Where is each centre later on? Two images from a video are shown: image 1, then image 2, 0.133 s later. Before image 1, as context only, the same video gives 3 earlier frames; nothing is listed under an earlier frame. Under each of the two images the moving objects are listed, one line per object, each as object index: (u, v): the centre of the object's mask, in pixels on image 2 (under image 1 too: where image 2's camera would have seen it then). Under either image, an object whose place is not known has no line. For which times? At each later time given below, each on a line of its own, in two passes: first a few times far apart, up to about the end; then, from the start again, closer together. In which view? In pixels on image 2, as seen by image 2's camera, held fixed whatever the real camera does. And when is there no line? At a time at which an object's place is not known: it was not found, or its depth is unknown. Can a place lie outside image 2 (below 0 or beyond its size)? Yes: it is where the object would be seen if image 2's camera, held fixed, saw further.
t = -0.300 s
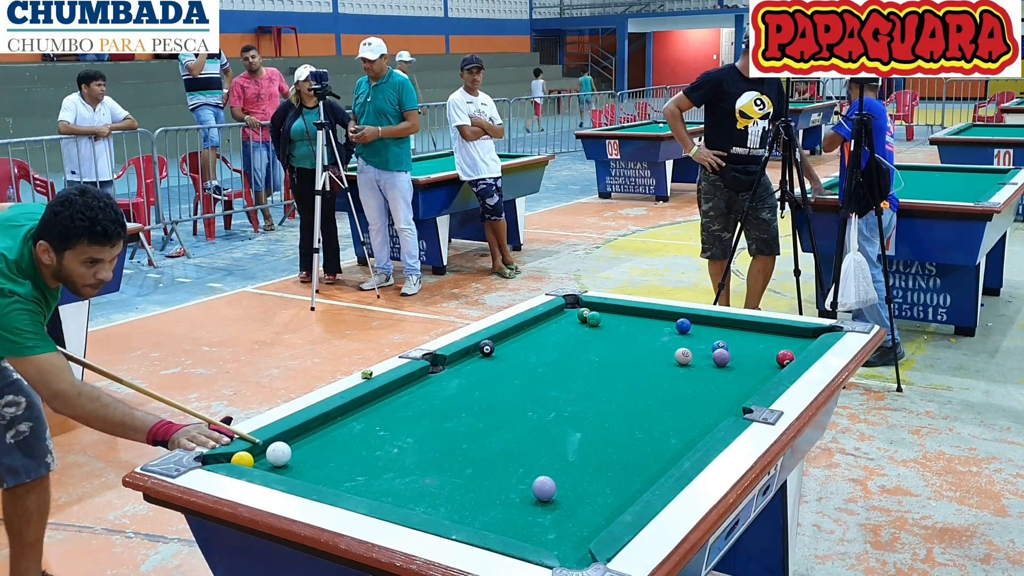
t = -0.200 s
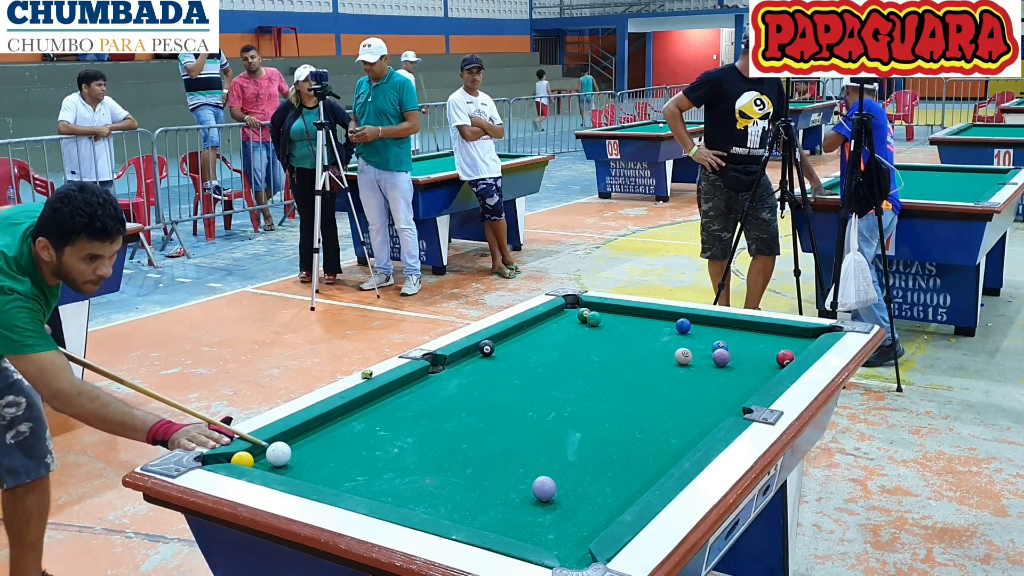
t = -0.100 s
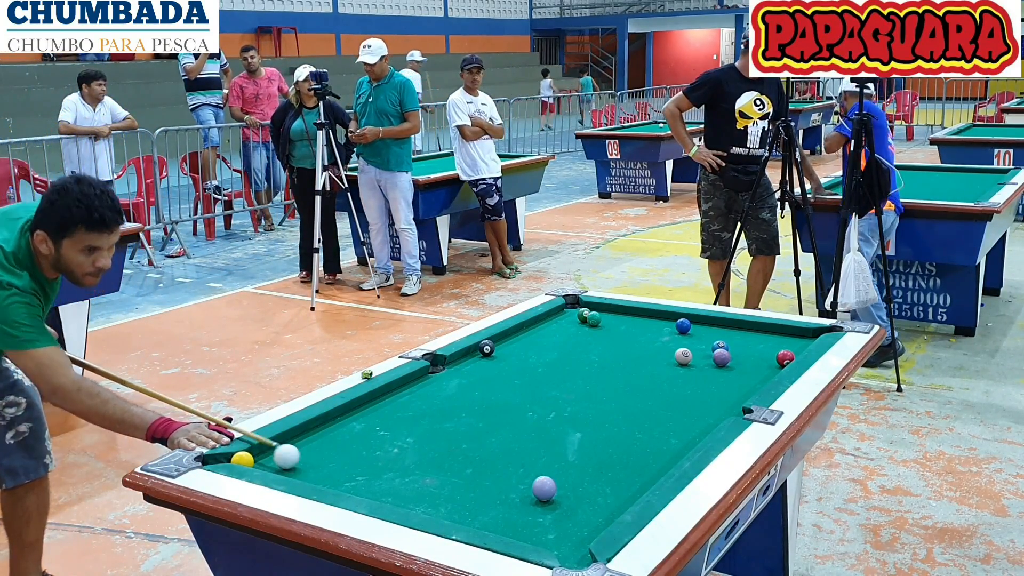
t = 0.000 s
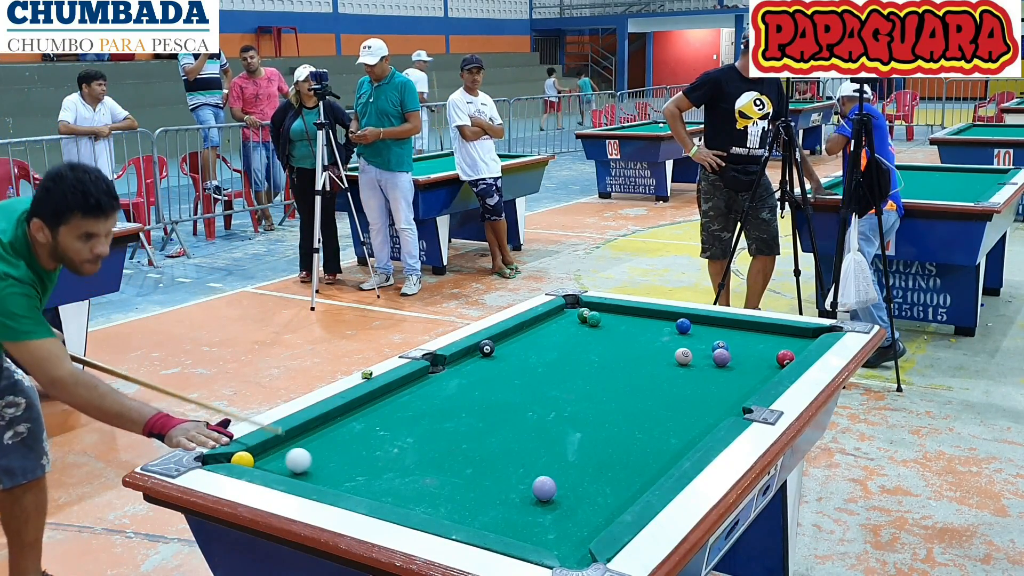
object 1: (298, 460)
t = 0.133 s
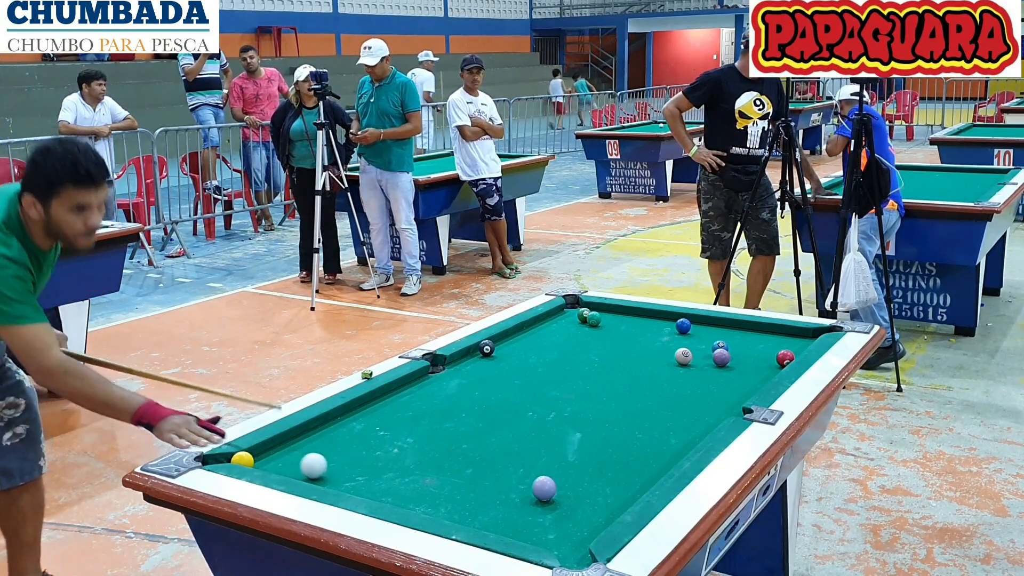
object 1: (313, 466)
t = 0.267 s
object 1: (328, 471)
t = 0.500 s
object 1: (354, 480)
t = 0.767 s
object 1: (381, 489)
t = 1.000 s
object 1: (405, 497)
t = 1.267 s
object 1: (429, 505)
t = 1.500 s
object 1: (449, 512)
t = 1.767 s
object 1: (469, 517)
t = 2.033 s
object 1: (487, 520)
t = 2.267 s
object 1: (500, 523)
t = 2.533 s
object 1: (509, 525)
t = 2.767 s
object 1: (516, 527)
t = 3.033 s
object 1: (520, 527)
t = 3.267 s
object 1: (521, 528)
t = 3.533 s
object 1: (520, 528)
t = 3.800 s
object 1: (520, 528)
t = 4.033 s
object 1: (520, 528)
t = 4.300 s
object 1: (520, 528)
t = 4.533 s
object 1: (520, 528)
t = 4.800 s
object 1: (520, 528)
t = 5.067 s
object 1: (520, 528)
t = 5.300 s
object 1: (520, 528)
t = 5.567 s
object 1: (520, 528)
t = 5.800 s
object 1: (520, 528)
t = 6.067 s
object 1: (520, 528)
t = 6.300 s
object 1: (520, 528)
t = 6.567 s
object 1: (520, 528)
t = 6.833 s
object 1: (520, 528)
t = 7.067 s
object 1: (520, 528)
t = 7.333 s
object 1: (520, 528)
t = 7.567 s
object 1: (520, 528)
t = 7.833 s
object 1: (520, 528)
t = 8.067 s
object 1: (520, 528)
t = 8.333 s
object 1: (520, 528)
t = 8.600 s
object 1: (520, 528)
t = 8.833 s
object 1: (520, 528)
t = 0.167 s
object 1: (317, 467)
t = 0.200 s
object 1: (321, 468)
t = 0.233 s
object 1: (325, 469)
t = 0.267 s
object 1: (328, 471)
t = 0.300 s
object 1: (332, 472)
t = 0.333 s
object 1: (336, 473)
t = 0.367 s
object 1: (340, 475)
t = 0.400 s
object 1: (343, 476)
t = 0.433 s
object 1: (347, 477)
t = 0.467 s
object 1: (350, 478)
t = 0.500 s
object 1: (354, 480)
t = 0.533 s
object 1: (357, 481)
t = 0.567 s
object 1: (361, 482)
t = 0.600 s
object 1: (364, 483)
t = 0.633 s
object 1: (368, 485)
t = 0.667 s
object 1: (371, 486)
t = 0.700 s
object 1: (375, 487)
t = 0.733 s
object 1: (378, 488)
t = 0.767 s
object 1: (381, 489)
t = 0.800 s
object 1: (385, 490)
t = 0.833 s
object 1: (388, 491)
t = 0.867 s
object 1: (391, 492)
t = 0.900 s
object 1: (395, 493)
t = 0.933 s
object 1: (398, 495)
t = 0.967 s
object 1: (401, 496)
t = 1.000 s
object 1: (405, 497)
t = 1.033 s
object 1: (408, 498)
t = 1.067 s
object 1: (411, 499)
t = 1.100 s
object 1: (414, 500)
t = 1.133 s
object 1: (417, 501)
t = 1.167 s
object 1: (420, 502)
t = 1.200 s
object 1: (423, 503)
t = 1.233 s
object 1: (426, 504)
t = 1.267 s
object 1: (429, 505)
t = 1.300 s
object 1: (432, 506)
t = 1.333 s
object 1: (435, 507)
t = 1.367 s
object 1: (438, 508)
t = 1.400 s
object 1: (440, 509)
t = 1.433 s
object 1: (443, 510)
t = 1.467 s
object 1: (446, 511)
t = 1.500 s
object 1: (449, 512)
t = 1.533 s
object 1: (451, 513)
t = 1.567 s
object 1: (454, 513)
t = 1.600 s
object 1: (457, 514)
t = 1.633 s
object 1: (459, 514)
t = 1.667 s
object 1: (462, 515)
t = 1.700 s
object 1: (465, 516)
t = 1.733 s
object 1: (467, 516)
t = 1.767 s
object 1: (469, 517)
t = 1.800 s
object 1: (472, 517)
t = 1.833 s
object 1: (474, 518)
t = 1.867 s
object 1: (477, 518)
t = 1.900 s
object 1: (479, 519)
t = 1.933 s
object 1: (481, 519)
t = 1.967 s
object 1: (483, 520)
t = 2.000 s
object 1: (485, 520)
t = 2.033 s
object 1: (487, 520)
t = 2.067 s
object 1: (489, 521)
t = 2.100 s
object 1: (491, 521)
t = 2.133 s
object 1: (493, 522)
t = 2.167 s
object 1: (495, 522)
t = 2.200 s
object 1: (496, 522)
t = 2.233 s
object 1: (498, 523)
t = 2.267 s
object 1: (500, 523)
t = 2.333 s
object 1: (501, 523)
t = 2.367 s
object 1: (503, 524)
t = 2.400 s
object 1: (504, 524)
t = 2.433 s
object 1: (505, 524)
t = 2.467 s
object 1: (507, 525)
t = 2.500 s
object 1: (508, 525)
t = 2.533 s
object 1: (509, 525)
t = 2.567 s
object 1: (510, 525)
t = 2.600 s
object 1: (511, 526)
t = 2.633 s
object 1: (513, 526)
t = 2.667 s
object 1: (514, 526)
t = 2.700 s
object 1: (514, 526)
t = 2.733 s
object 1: (515, 527)
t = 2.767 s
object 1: (516, 527)
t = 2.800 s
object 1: (517, 527)
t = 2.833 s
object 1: (517, 527)
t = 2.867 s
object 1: (518, 527)
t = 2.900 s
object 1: (519, 527)
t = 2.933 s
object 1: (519, 527)
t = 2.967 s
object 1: (519, 527)
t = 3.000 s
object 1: (520, 527)
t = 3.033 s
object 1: (520, 527)
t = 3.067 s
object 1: (520, 528)
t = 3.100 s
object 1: (521, 528)
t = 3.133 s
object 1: (521, 528)
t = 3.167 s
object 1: (521, 528)
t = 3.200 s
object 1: (521, 528)
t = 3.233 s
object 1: (521, 528)
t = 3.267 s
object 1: (521, 528)
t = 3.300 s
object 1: (521, 528)
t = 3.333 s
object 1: (521, 528)
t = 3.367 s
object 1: (521, 528)
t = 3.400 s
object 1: (520, 528)
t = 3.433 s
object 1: (520, 528)
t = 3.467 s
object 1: (520, 528)
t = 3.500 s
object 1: (520, 528)
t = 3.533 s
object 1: (520, 528)
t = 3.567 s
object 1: (520, 528)
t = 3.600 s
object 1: (520, 528)
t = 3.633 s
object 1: (520, 528)
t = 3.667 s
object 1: (520, 528)
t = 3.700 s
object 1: (520, 528)
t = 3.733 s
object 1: (520, 528)
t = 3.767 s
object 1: (520, 528)
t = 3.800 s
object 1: (520, 528)
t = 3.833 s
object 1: (520, 528)
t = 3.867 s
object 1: (520, 528)
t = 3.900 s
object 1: (520, 528)
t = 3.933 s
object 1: (520, 528)
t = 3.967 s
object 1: (520, 528)
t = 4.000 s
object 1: (520, 528)
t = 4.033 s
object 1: (520, 528)
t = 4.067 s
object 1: (520, 528)
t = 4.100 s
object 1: (520, 528)
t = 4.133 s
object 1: (520, 528)
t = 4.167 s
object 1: (520, 528)
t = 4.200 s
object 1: (520, 528)
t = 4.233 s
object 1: (520, 528)
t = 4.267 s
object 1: (520, 528)
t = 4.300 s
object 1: (520, 528)
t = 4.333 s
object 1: (520, 528)
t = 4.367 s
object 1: (520, 528)
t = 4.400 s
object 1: (520, 528)
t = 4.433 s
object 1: (520, 528)
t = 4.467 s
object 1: (520, 528)
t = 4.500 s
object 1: (520, 528)
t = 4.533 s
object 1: (520, 528)
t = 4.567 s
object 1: (520, 528)
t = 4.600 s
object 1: (520, 528)
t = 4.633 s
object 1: (520, 528)
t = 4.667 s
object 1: (520, 528)
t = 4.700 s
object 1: (520, 528)
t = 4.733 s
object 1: (520, 528)
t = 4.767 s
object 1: (520, 528)
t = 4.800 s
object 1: (520, 528)
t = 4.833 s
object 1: (520, 528)
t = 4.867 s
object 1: (520, 528)
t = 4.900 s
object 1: (520, 528)
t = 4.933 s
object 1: (520, 528)
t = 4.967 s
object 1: (520, 528)
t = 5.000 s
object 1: (520, 528)
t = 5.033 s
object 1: (520, 528)
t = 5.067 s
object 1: (520, 528)
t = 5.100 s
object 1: (520, 528)
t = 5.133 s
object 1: (520, 528)
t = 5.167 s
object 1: (520, 528)
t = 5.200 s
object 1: (520, 528)
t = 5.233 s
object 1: (520, 528)
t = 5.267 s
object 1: (520, 528)
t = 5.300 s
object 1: (520, 528)
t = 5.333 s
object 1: (520, 528)
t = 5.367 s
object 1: (520, 528)
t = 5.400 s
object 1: (520, 528)
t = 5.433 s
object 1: (520, 528)
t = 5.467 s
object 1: (520, 528)
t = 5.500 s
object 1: (520, 528)
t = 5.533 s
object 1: (520, 528)
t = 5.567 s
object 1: (520, 528)
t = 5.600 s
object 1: (520, 528)
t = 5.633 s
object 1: (520, 528)
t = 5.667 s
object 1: (520, 528)
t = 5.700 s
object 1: (520, 528)
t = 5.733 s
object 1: (520, 528)
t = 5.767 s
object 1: (520, 528)
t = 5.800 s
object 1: (520, 528)
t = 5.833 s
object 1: (520, 528)
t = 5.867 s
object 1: (520, 528)
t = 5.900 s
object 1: (520, 528)
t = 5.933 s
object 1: (520, 528)
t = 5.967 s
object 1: (520, 528)
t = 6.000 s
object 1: (520, 528)
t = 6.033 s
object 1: (520, 528)
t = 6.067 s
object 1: (520, 528)
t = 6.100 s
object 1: (520, 528)
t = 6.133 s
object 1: (520, 528)
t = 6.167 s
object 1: (520, 528)
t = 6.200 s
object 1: (520, 528)
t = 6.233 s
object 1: (520, 528)
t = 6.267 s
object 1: (520, 528)
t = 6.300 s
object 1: (520, 528)
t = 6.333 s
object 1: (520, 528)
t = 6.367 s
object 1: (520, 528)
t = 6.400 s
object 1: (520, 528)
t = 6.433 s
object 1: (520, 528)
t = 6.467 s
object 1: (520, 528)
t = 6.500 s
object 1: (520, 528)
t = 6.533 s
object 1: (520, 528)
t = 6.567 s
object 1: (520, 528)
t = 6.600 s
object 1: (520, 528)
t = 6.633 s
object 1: (520, 528)
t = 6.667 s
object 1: (520, 528)
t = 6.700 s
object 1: (520, 528)
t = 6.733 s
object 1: (520, 528)
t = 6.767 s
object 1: (520, 528)
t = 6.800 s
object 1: (520, 528)
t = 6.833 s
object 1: (520, 528)
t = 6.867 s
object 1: (520, 528)
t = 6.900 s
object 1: (520, 528)
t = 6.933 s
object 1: (520, 528)
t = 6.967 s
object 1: (520, 528)
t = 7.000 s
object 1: (520, 528)
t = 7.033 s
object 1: (520, 528)
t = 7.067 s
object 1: (520, 528)
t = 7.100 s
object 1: (520, 528)
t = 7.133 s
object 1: (520, 528)
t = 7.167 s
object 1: (520, 528)
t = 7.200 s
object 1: (520, 528)
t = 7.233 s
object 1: (520, 528)
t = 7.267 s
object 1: (520, 528)
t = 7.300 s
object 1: (520, 528)
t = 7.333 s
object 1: (520, 528)
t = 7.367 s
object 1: (520, 528)
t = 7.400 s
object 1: (520, 528)
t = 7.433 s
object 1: (520, 528)
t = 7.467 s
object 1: (520, 528)
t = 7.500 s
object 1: (520, 528)
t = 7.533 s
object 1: (520, 528)
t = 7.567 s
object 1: (520, 528)
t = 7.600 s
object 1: (520, 528)
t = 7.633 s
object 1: (520, 528)
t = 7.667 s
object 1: (520, 528)
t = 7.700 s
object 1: (520, 528)
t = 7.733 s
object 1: (520, 528)
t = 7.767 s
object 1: (520, 528)
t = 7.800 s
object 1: (520, 528)
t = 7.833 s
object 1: (520, 528)
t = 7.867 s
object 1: (520, 528)
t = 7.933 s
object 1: (520, 528)
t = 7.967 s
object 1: (520, 528)
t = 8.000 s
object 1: (520, 528)
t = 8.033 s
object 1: (520, 528)
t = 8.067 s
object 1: (520, 528)
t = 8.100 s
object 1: (520, 528)
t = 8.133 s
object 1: (520, 528)
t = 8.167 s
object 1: (520, 528)
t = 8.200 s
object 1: (520, 528)
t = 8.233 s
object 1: (520, 528)
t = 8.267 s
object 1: (520, 528)
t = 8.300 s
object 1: (520, 528)
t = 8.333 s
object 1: (520, 528)
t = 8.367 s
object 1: (520, 528)
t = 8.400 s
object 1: (520, 528)
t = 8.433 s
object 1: (520, 528)
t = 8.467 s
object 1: (520, 528)
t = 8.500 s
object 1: (520, 528)
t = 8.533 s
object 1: (520, 528)
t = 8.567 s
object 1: (520, 528)
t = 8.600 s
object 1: (520, 528)
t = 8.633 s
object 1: (520, 528)
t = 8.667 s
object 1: (520, 528)
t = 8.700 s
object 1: (520, 528)
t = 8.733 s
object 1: (520, 528)
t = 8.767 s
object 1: (520, 528)
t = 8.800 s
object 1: (520, 528)
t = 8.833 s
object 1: (520, 528)
